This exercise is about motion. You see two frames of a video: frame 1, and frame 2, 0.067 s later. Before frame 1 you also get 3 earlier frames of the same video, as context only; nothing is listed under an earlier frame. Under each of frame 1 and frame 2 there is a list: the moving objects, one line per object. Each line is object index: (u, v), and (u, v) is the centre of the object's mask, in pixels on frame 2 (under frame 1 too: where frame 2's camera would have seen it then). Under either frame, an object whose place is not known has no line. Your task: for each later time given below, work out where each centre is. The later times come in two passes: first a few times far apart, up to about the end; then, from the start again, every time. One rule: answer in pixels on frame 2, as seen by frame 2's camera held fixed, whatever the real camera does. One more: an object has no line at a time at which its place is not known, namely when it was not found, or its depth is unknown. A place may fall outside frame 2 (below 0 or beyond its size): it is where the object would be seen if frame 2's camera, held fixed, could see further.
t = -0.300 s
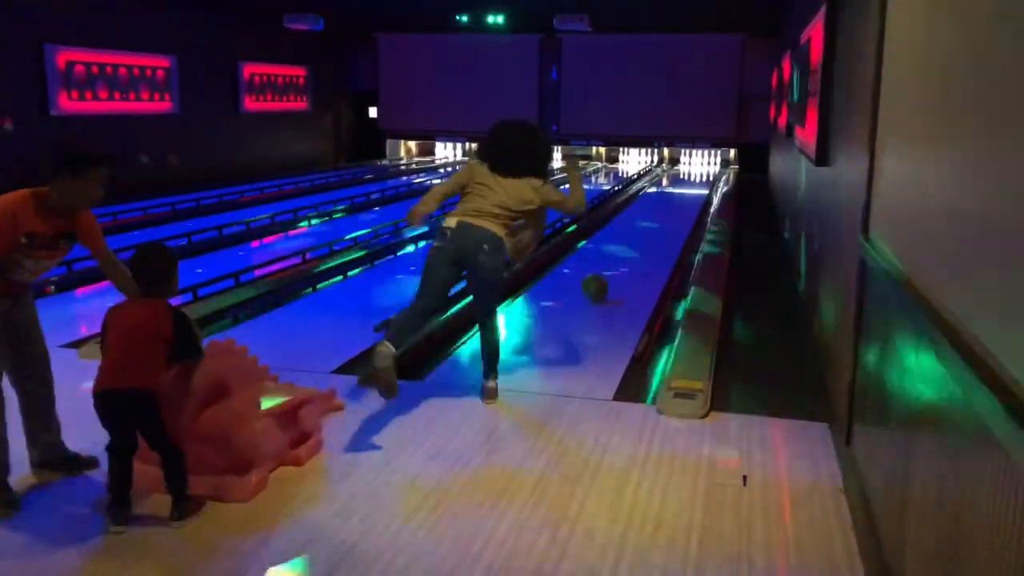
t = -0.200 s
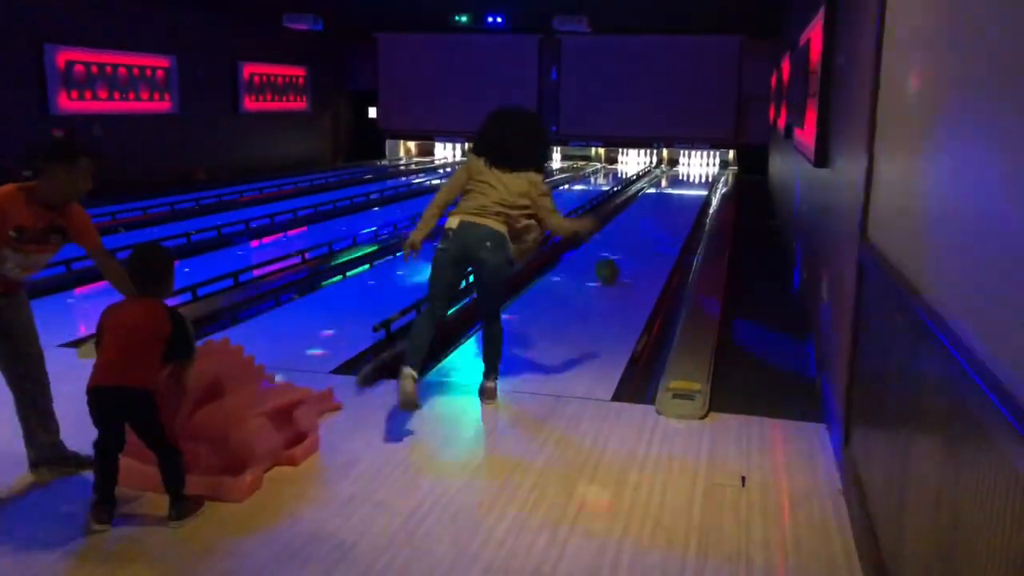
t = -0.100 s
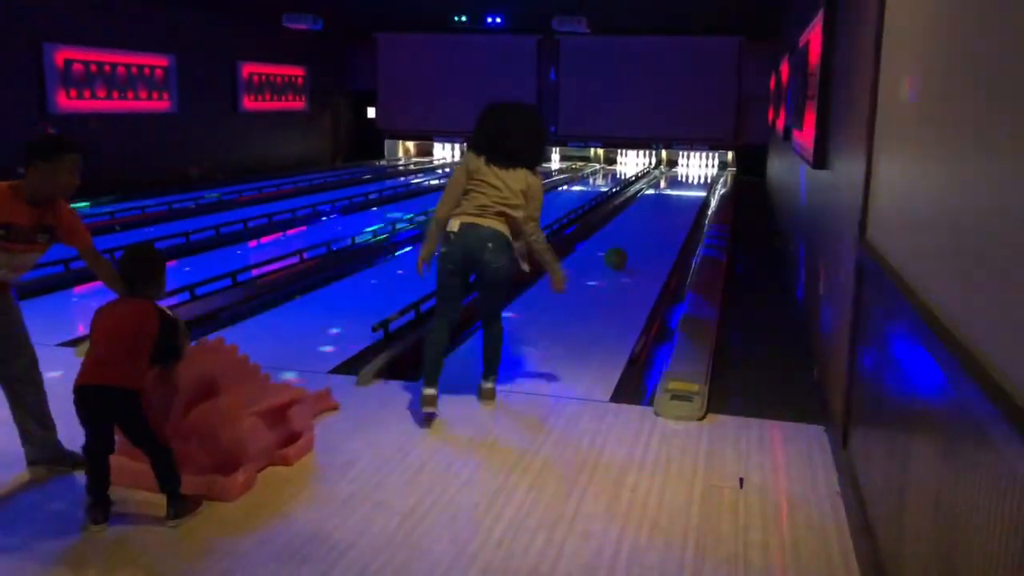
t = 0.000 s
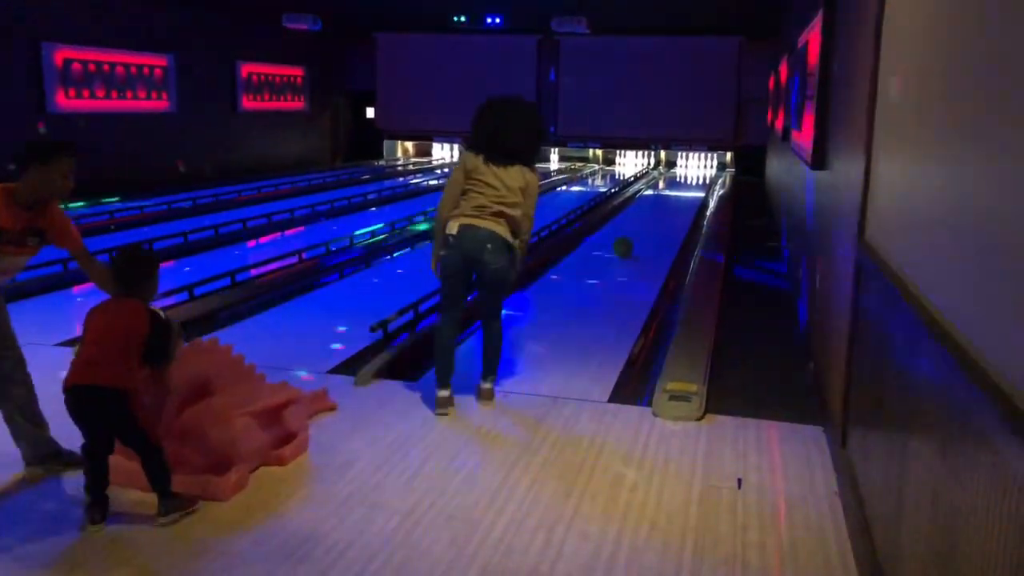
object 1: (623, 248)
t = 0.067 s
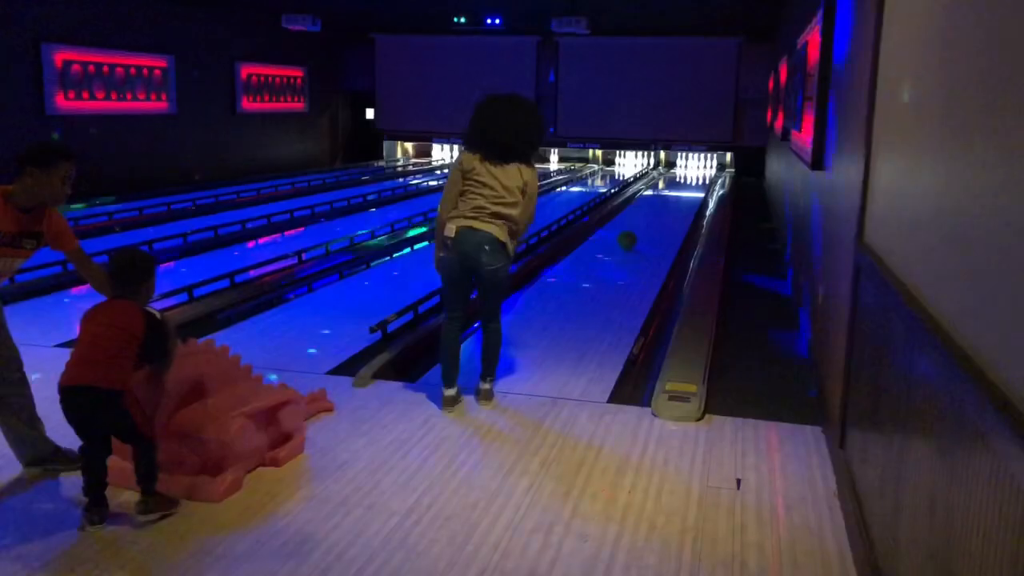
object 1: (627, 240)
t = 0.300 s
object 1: (641, 221)
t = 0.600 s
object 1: (653, 205)
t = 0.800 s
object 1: (657, 196)
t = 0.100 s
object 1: (629, 238)
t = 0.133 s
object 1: (631, 235)
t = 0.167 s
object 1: (633, 232)
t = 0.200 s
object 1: (635, 229)
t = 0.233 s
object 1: (637, 226)
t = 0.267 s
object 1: (639, 225)
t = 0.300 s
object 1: (641, 221)
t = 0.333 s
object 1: (643, 219)
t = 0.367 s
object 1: (644, 217)
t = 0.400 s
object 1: (645, 215)
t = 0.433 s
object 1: (647, 213)
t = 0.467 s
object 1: (648, 211)
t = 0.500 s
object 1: (649, 210)
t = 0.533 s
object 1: (650, 208)
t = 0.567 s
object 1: (651, 206)
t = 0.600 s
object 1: (653, 205)
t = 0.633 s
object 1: (654, 204)
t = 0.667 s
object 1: (654, 202)
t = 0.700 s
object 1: (655, 200)
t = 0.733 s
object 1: (656, 198)
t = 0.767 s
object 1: (657, 197)
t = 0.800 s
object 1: (657, 196)
